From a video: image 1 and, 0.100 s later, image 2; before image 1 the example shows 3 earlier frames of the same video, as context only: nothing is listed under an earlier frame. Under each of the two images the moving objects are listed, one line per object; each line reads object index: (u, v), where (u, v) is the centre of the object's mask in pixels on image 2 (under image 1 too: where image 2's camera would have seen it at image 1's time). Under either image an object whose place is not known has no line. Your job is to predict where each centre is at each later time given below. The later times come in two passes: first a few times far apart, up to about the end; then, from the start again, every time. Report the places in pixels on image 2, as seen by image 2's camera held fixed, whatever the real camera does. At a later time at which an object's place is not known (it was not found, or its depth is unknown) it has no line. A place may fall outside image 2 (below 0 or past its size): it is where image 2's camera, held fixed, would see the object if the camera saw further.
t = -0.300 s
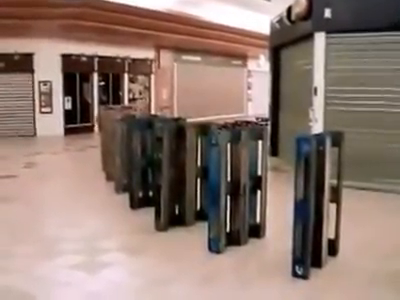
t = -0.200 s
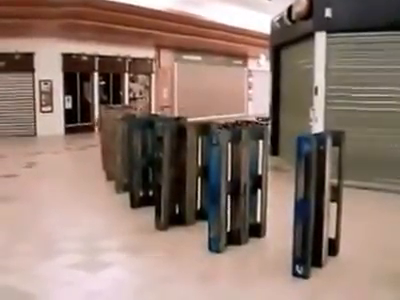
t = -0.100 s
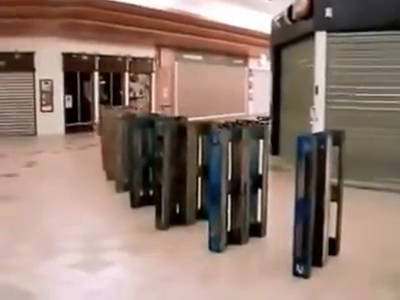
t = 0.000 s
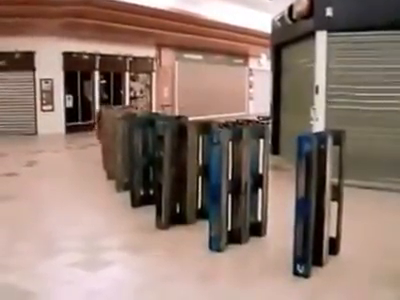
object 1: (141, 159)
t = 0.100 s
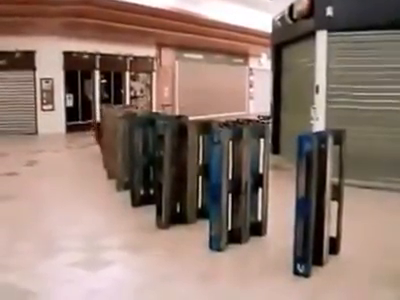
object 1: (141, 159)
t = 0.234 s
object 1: (141, 158)
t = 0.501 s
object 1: (141, 159)
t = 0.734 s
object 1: (142, 159)
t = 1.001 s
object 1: (142, 159)
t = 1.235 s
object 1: (142, 160)
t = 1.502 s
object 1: (143, 162)
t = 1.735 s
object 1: (147, 170)
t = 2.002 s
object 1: (151, 190)
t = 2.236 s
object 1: (187, 196)
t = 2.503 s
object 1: (170, 202)
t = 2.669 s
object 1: (163, 201)
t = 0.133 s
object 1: (141, 159)
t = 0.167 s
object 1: (141, 159)
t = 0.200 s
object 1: (141, 159)
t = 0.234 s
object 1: (141, 158)
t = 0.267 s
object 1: (141, 158)
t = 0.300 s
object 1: (142, 159)
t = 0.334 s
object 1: (141, 159)
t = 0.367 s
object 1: (141, 158)
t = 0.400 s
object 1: (141, 158)
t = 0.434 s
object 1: (141, 158)
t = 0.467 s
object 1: (141, 159)
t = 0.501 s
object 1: (141, 159)
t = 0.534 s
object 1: (141, 159)
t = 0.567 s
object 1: (142, 159)
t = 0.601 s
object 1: (142, 159)
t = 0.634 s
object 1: (142, 159)
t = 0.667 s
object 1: (142, 159)
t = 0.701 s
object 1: (142, 159)
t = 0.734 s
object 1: (142, 159)
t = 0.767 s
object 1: (142, 159)
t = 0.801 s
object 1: (142, 159)
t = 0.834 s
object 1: (142, 159)
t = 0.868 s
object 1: (142, 159)
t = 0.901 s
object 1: (142, 159)
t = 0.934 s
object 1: (142, 159)
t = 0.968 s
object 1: (142, 159)
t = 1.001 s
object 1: (142, 159)
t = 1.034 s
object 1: (142, 159)
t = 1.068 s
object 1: (142, 159)
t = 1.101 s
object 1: (142, 159)
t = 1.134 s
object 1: (142, 159)
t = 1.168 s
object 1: (143, 160)
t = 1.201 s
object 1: (142, 160)
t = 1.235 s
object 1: (142, 160)
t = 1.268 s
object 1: (142, 160)
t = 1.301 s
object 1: (142, 160)
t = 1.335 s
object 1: (142, 160)
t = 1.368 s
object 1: (142, 160)
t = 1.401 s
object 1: (143, 160)
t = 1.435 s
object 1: (143, 160)
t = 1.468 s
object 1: (143, 160)
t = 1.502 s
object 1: (143, 162)
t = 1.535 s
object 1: (143, 162)
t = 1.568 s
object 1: (144, 162)
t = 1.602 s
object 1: (145, 163)
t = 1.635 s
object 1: (144, 163)
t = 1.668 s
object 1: (145, 169)
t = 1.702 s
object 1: (145, 169)
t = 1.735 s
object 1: (147, 170)
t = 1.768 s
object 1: (147, 171)
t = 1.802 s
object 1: (147, 171)
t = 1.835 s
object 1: (146, 173)
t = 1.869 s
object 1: (150, 180)
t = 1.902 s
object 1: (150, 182)
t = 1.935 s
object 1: (150, 183)
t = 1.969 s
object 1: (150, 188)
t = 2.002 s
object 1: (151, 190)
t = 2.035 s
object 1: (151, 189)
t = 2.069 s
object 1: (151, 190)
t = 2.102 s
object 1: (160, 195)
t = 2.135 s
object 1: (162, 196)
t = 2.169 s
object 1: (163, 195)
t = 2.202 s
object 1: (184, 197)
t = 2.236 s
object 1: (187, 196)
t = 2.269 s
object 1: (185, 202)
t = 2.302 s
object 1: (185, 204)
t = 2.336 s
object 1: (185, 208)
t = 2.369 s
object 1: (184, 204)
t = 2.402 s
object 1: (184, 211)
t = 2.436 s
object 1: (182, 210)
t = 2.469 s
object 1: (170, 205)
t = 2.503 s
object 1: (170, 202)
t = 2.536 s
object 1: (170, 202)
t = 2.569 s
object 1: (177, 206)
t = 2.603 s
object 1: (168, 204)
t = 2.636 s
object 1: (169, 205)
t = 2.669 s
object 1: (163, 201)
